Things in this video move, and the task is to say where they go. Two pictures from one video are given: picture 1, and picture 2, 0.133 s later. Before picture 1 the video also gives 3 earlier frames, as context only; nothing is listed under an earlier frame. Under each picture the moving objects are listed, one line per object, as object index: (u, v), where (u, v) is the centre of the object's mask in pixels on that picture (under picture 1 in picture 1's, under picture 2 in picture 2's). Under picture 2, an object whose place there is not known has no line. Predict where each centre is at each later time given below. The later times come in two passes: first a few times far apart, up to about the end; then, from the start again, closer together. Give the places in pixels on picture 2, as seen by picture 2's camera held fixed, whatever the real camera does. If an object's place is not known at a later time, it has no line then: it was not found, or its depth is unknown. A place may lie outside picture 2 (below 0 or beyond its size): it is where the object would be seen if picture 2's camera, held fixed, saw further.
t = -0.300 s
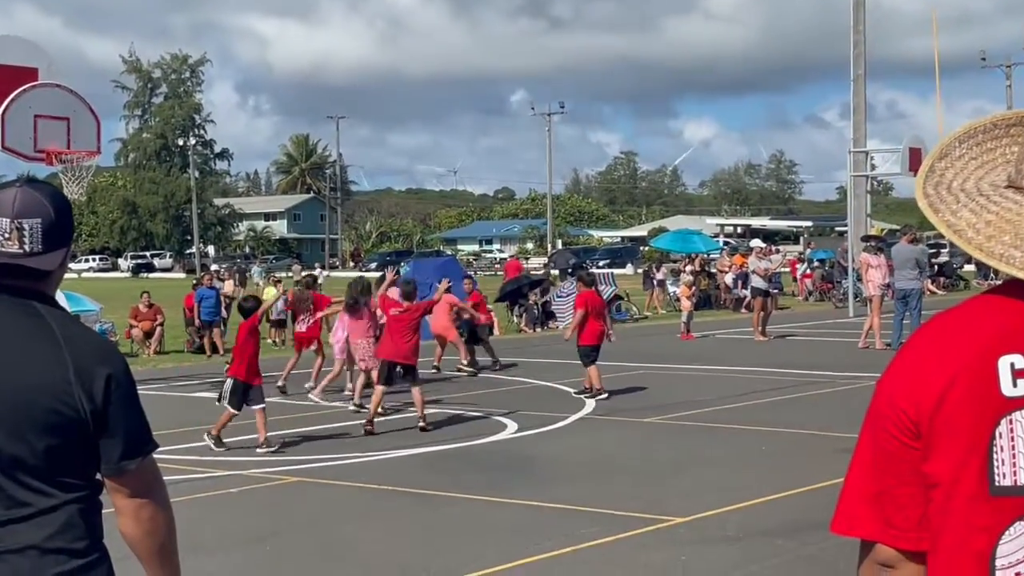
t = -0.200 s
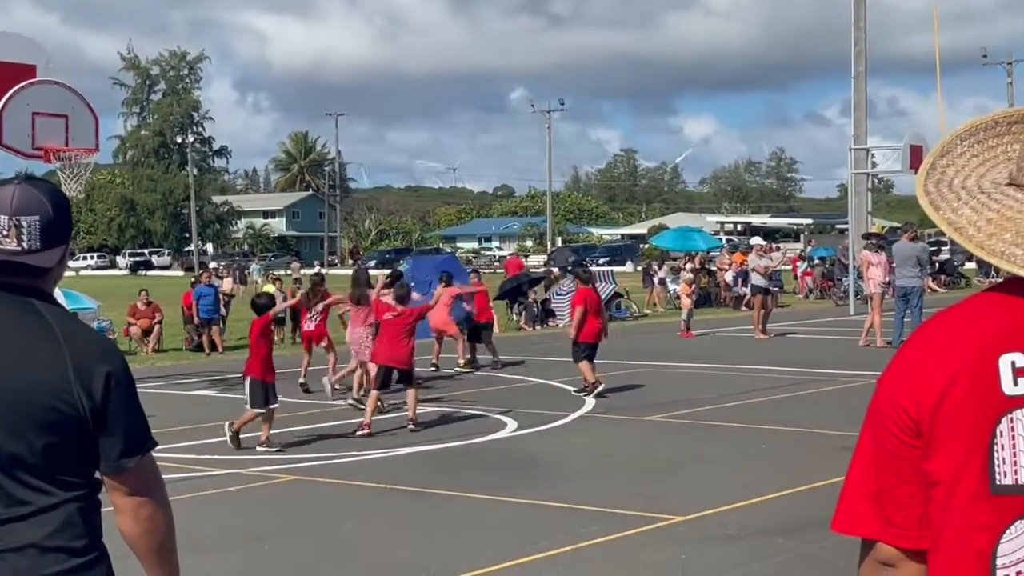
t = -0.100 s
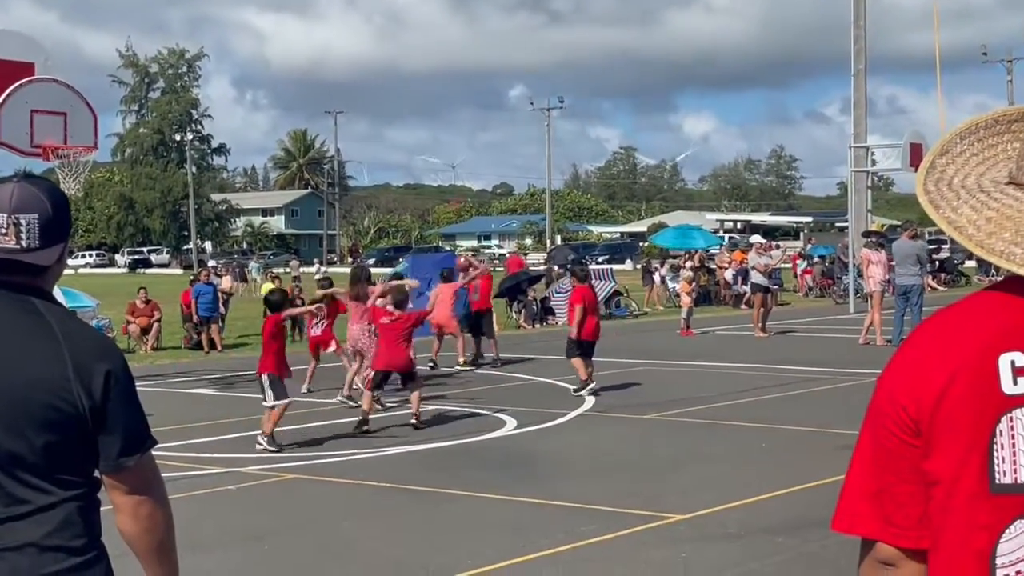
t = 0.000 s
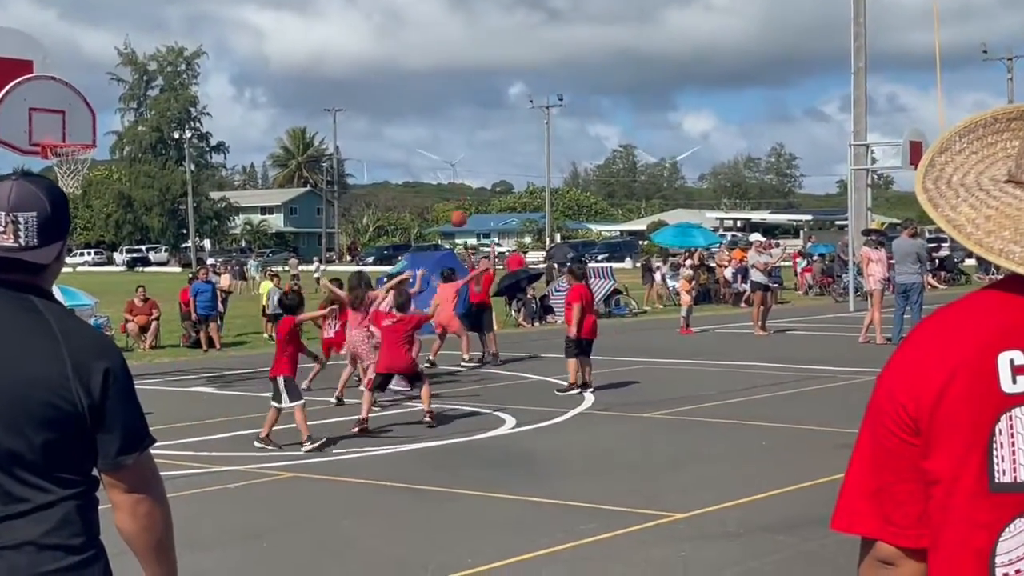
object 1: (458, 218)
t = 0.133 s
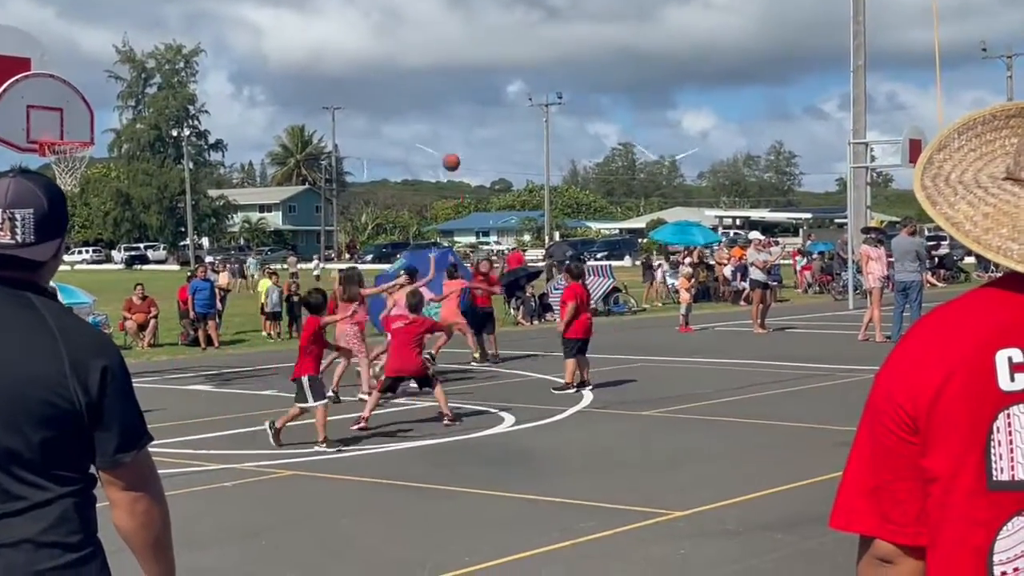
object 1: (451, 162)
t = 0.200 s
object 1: (449, 140)
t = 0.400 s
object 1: (439, 89)
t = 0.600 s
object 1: (430, 69)
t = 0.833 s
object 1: (419, 89)
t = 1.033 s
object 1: (409, 150)
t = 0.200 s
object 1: (449, 140)
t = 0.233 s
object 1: (447, 130)
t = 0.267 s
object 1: (445, 120)
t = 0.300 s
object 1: (444, 112)
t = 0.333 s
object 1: (442, 103)
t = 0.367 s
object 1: (440, 95)
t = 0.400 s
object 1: (439, 89)
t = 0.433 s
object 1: (437, 84)
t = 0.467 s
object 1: (436, 79)
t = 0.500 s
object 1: (435, 75)
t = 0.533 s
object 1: (433, 73)
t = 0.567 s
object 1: (431, 71)
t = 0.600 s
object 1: (430, 69)
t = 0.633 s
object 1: (428, 69)
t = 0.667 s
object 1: (427, 70)
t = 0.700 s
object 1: (425, 72)
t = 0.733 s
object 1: (424, 74)
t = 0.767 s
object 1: (422, 78)
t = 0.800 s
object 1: (421, 84)
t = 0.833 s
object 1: (419, 89)
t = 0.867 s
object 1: (417, 96)
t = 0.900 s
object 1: (415, 105)
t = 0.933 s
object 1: (414, 115)
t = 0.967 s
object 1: (413, 125)
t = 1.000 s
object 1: (411, 137)
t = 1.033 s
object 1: (409, 150)
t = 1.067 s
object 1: (407, 166)
